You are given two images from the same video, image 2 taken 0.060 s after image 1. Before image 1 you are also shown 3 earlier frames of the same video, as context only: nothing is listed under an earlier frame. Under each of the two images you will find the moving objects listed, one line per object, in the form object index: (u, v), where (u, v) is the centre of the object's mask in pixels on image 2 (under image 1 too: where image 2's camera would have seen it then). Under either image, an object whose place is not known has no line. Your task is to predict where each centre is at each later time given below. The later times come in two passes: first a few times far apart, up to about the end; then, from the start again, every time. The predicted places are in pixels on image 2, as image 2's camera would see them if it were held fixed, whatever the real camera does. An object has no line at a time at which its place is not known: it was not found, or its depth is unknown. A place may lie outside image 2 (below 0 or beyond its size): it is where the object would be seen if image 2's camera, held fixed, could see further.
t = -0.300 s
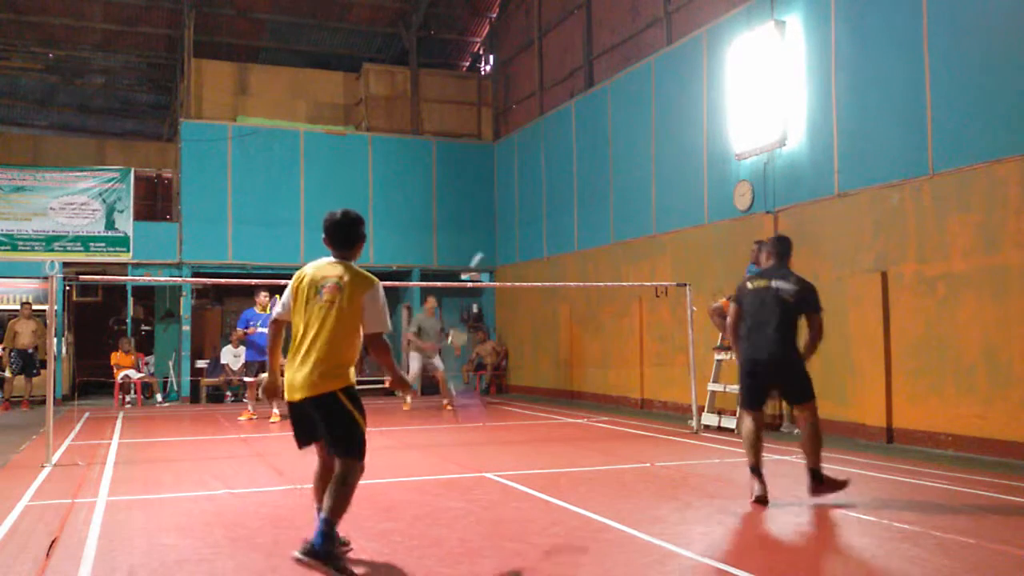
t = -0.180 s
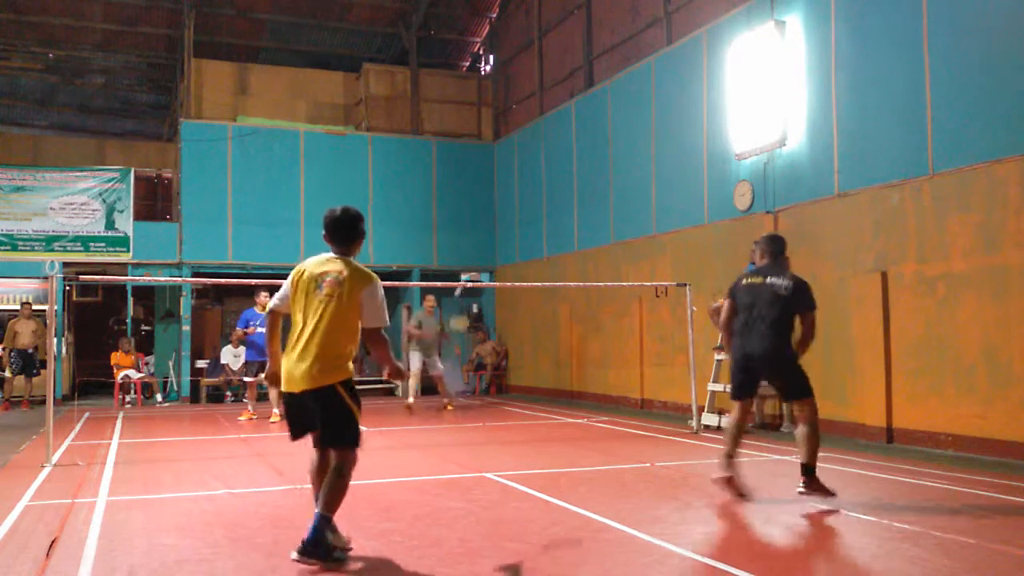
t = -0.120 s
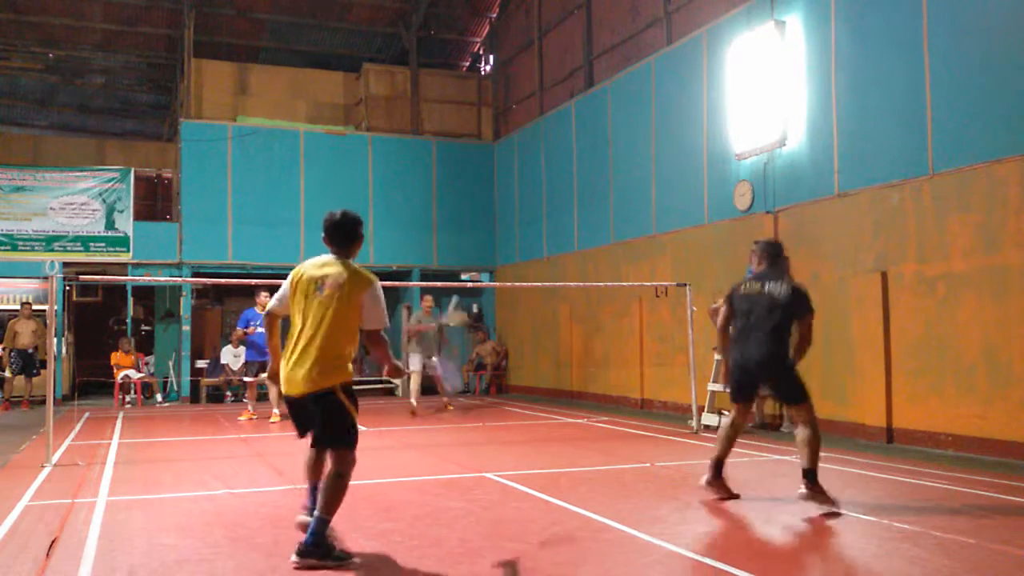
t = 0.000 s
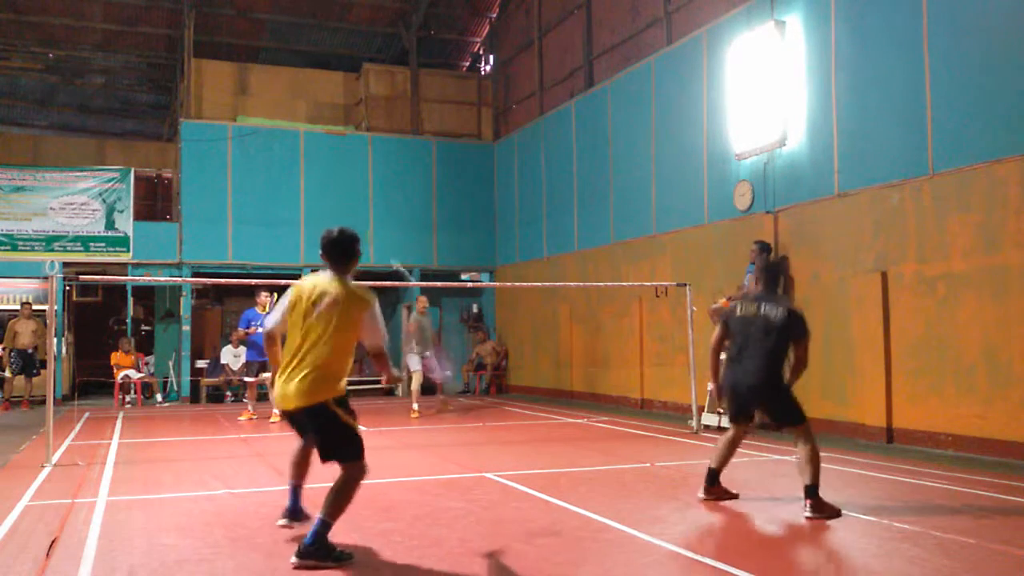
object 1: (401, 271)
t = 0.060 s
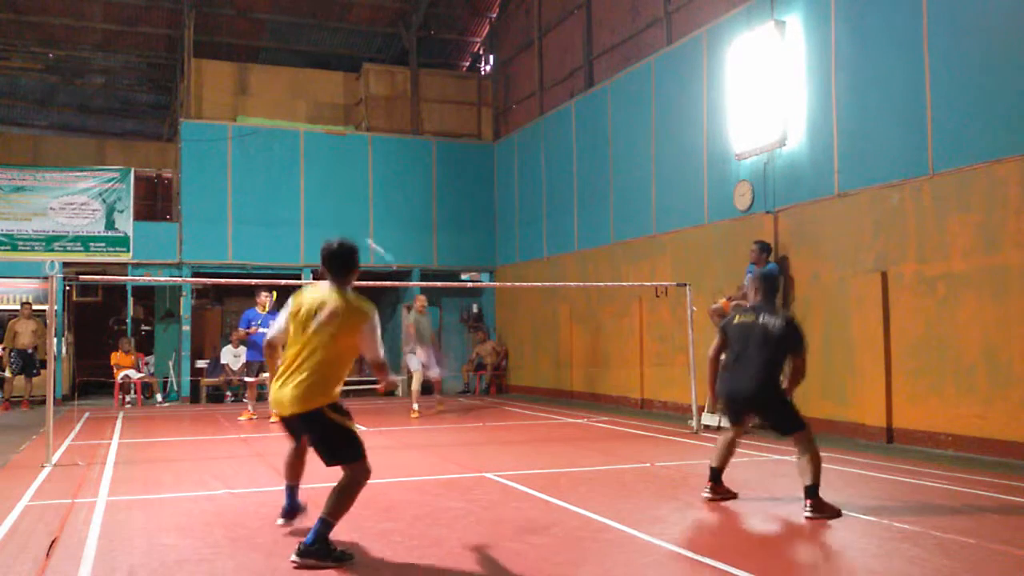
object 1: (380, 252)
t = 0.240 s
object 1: (306, 204)
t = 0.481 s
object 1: (213, 195)
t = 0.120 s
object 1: (354, 231)
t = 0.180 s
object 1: (329, 215)
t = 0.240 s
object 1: (306, 204)
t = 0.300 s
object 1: (281, 196)
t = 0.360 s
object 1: (258, 191)
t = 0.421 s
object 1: (235, 192)
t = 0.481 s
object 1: (213, 195)
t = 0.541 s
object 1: (190, 204)
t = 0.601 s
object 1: (167, 216)
